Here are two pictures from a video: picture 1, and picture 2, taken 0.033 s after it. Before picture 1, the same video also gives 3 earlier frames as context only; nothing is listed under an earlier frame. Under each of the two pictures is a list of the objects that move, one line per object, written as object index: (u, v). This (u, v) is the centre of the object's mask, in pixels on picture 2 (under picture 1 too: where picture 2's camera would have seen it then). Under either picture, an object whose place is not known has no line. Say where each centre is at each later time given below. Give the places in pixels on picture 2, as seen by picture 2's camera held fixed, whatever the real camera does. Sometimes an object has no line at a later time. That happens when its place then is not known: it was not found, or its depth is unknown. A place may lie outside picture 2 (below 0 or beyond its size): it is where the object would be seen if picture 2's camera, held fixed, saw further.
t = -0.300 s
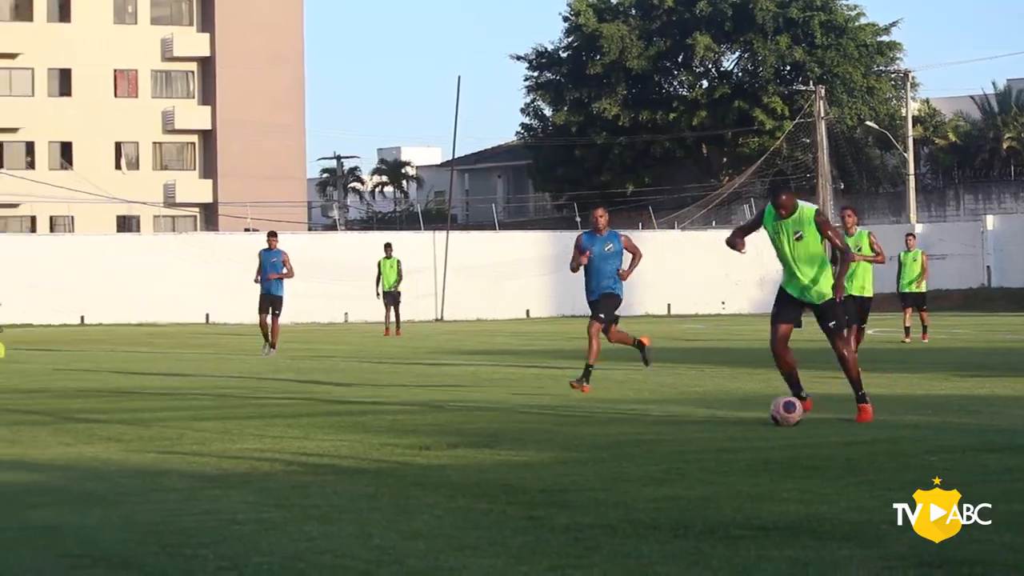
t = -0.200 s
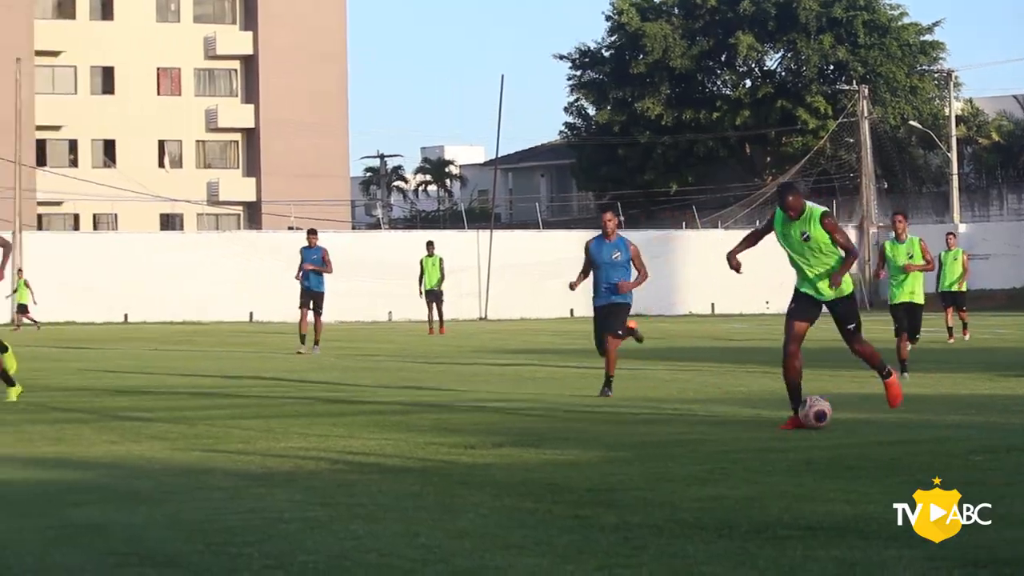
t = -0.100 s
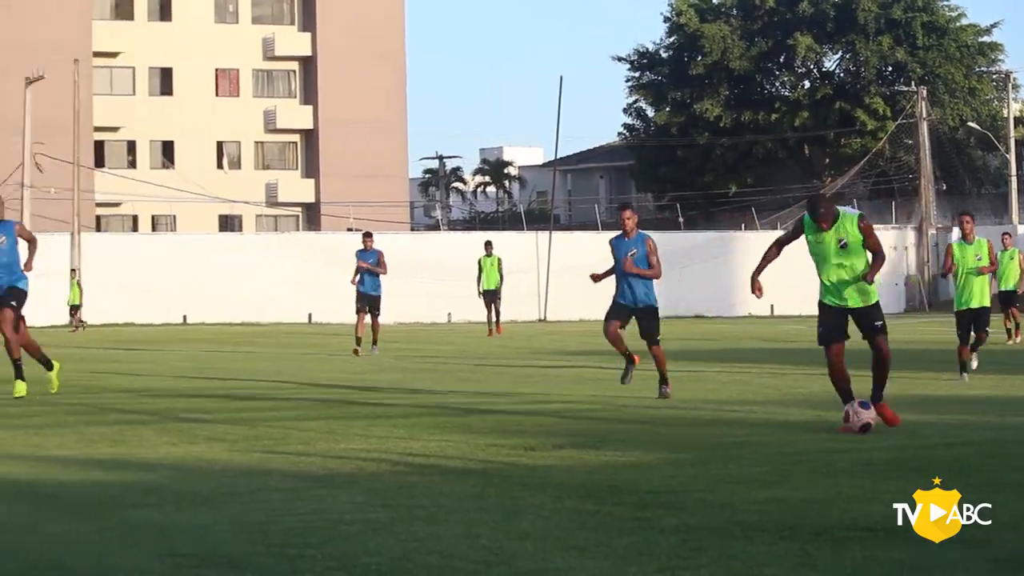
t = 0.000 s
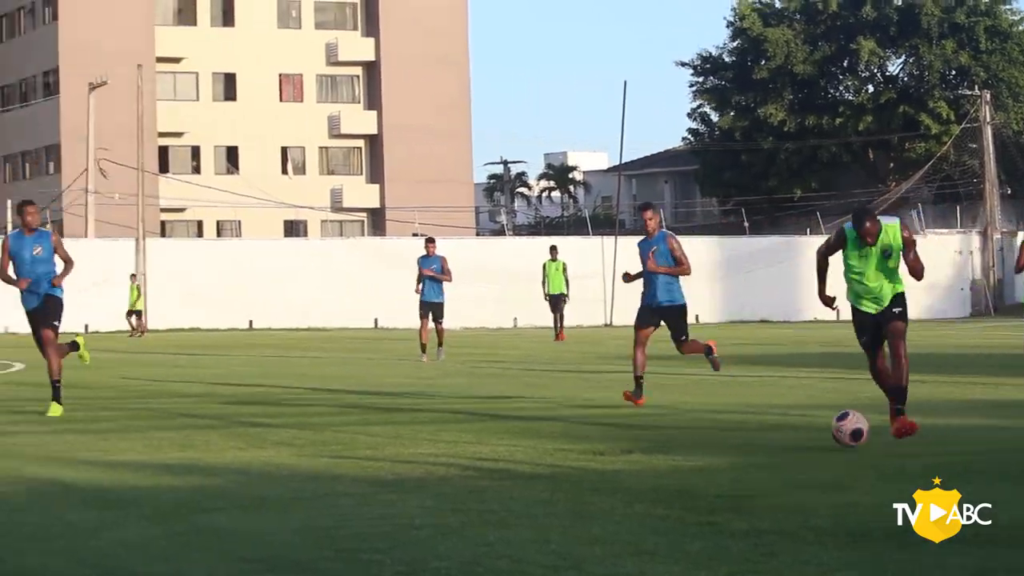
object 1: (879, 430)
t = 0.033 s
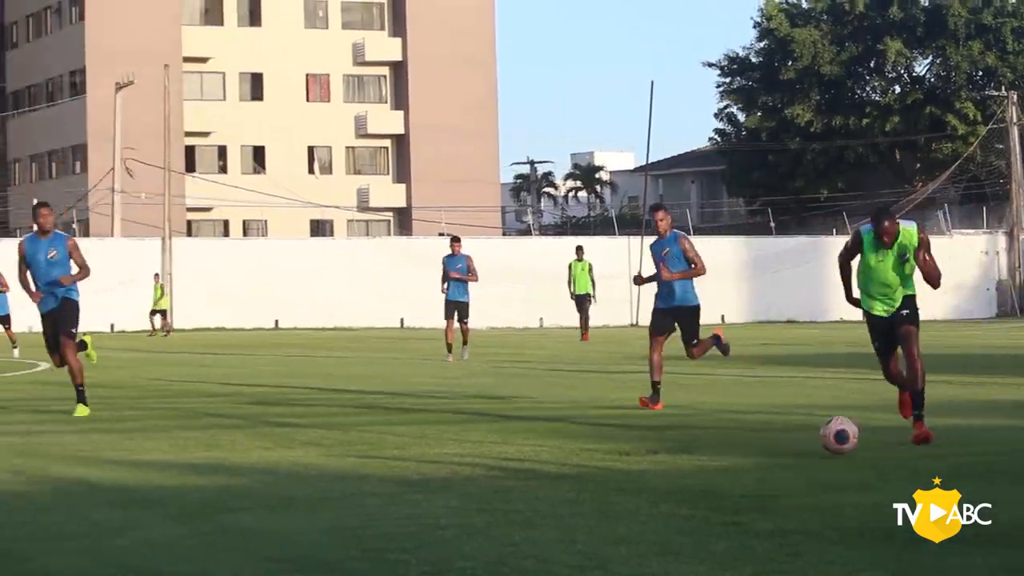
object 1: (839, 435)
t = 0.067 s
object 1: (798, 442)
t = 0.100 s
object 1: (755, 453)
